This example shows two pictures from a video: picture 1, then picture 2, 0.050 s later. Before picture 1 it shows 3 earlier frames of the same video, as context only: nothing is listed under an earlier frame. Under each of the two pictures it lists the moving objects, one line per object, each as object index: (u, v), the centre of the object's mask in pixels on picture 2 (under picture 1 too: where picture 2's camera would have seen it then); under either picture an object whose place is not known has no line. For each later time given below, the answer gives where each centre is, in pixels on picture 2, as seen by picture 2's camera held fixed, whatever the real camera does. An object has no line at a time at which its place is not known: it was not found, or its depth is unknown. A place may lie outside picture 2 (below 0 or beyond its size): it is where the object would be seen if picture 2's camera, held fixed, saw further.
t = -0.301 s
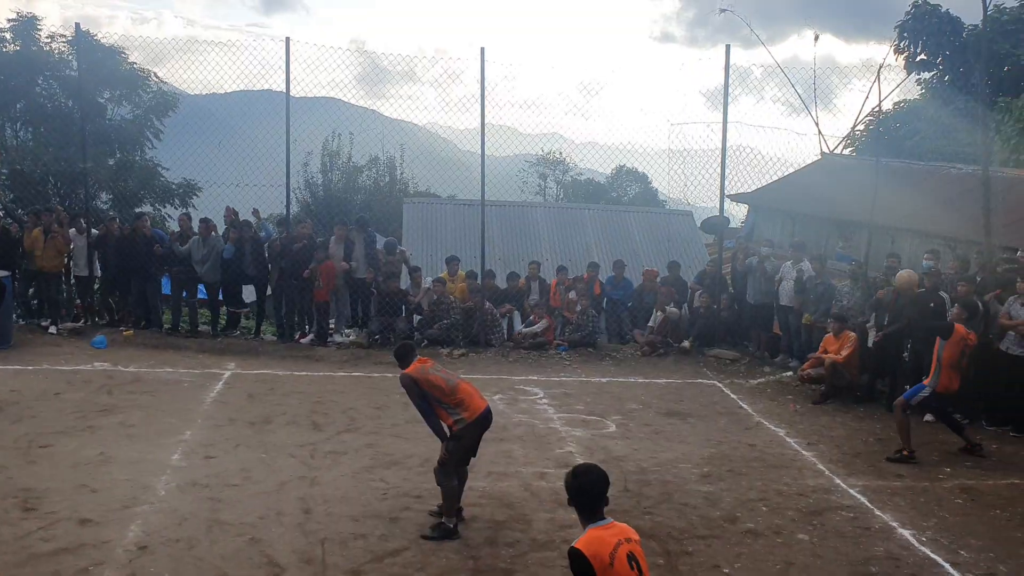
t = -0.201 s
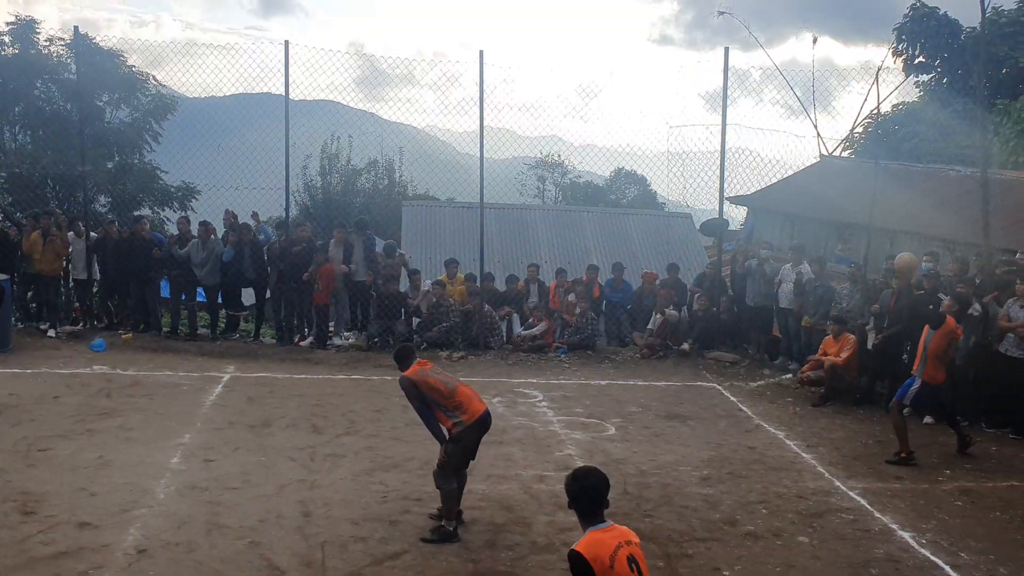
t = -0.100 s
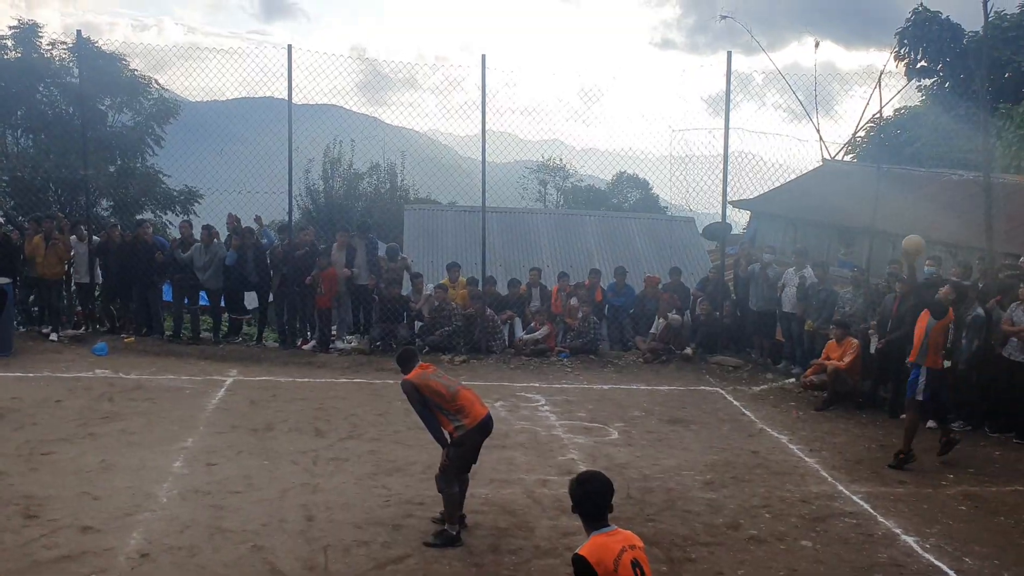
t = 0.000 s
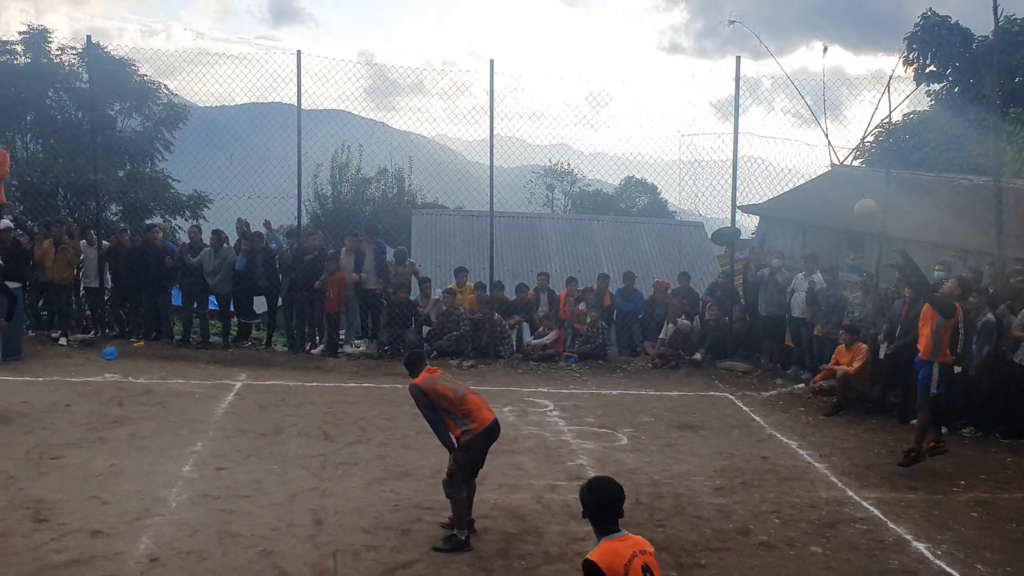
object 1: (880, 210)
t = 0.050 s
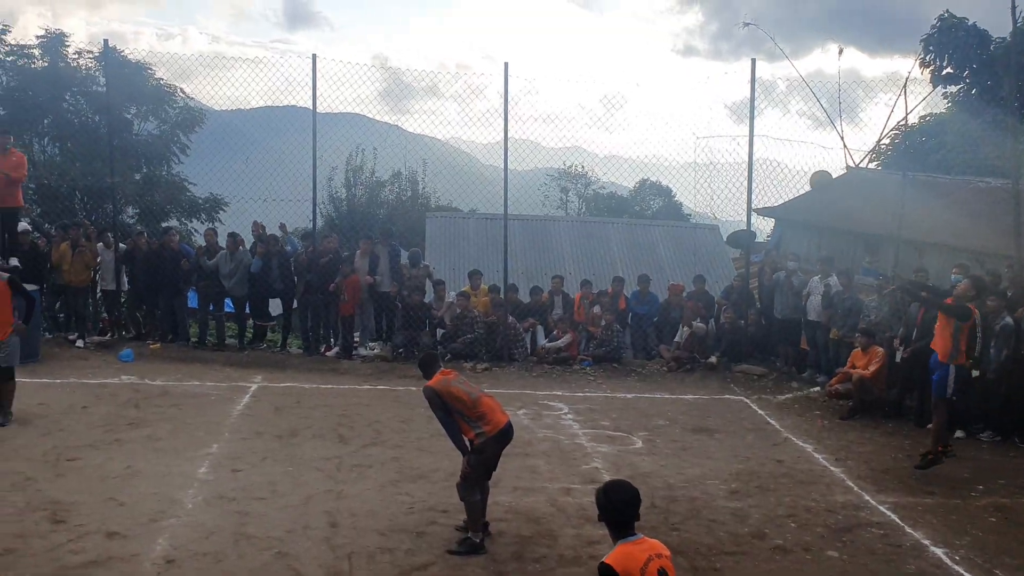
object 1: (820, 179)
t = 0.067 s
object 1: (801, 171)
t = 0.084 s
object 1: (780, 161)
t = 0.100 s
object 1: (759, 151)
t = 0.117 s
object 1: (738, 141)
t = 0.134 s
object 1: (717, 131)
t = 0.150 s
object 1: (696, 122)
